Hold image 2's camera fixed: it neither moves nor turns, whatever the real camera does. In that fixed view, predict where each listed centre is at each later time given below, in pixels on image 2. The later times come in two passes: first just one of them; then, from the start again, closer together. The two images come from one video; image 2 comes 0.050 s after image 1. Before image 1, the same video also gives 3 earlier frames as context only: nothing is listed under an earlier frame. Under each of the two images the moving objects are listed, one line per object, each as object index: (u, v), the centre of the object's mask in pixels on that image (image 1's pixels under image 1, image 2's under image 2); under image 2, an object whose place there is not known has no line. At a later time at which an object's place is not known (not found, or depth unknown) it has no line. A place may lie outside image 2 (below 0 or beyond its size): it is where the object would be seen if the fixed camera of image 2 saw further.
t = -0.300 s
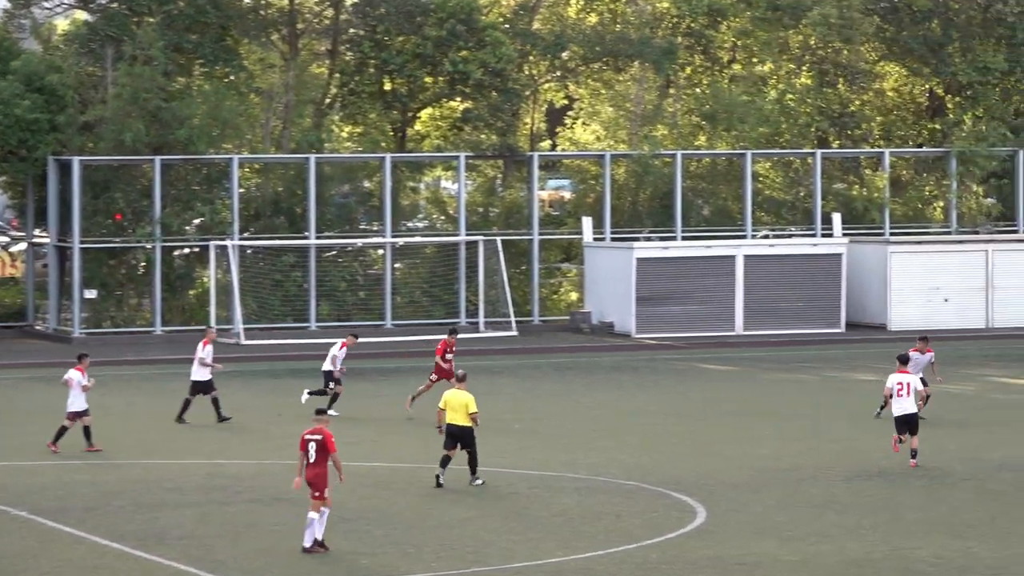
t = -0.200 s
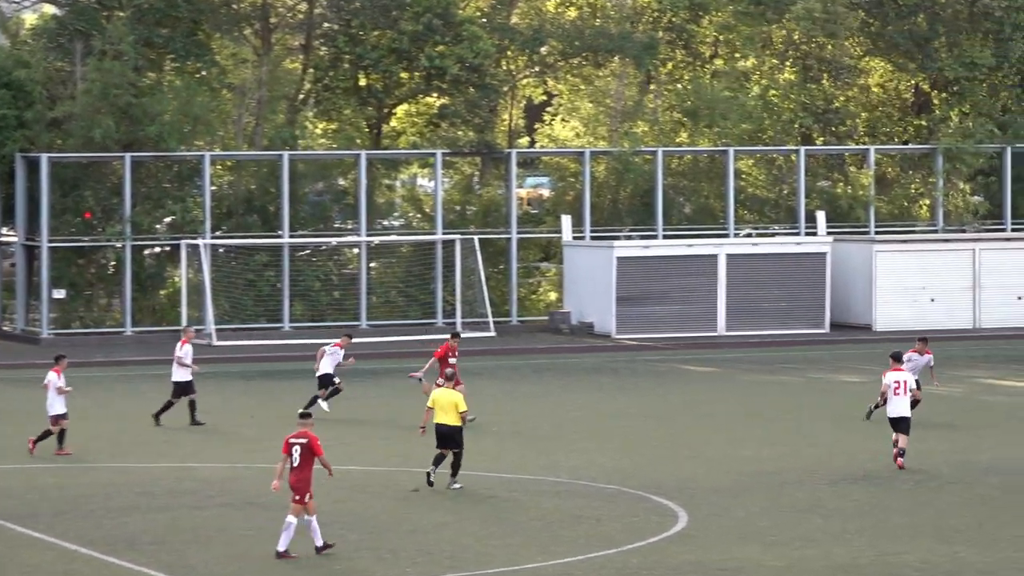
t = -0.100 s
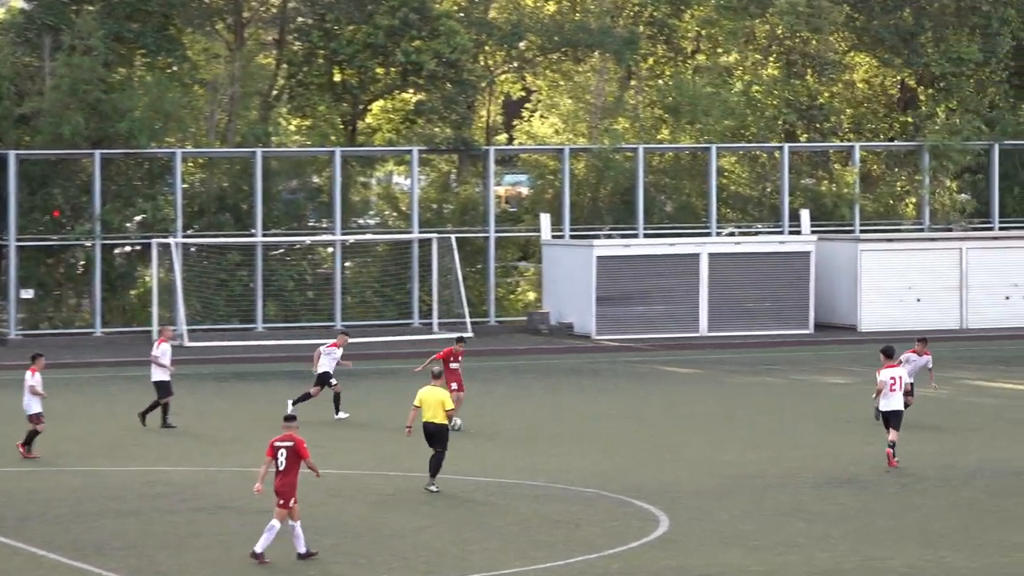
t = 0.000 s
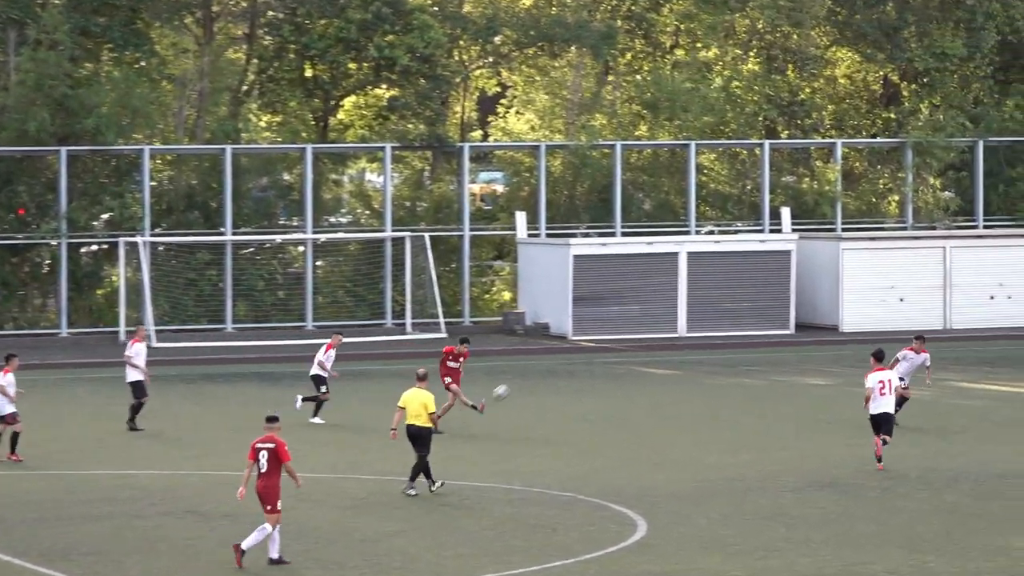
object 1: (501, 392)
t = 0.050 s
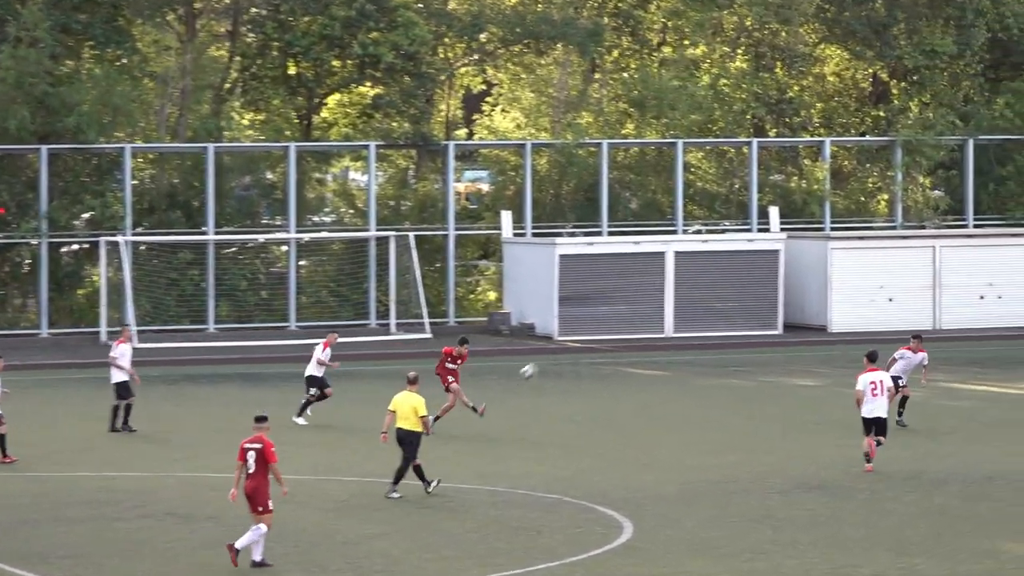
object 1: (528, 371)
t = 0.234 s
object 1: (684, 298)
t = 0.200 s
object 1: (656, 310)
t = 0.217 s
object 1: (670, 305)
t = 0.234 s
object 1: (684, 298)
